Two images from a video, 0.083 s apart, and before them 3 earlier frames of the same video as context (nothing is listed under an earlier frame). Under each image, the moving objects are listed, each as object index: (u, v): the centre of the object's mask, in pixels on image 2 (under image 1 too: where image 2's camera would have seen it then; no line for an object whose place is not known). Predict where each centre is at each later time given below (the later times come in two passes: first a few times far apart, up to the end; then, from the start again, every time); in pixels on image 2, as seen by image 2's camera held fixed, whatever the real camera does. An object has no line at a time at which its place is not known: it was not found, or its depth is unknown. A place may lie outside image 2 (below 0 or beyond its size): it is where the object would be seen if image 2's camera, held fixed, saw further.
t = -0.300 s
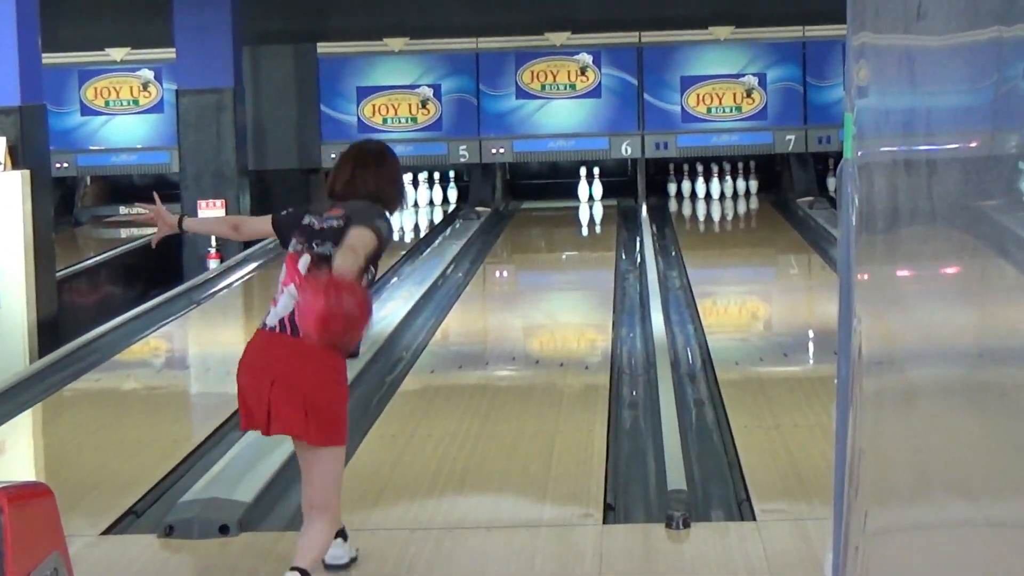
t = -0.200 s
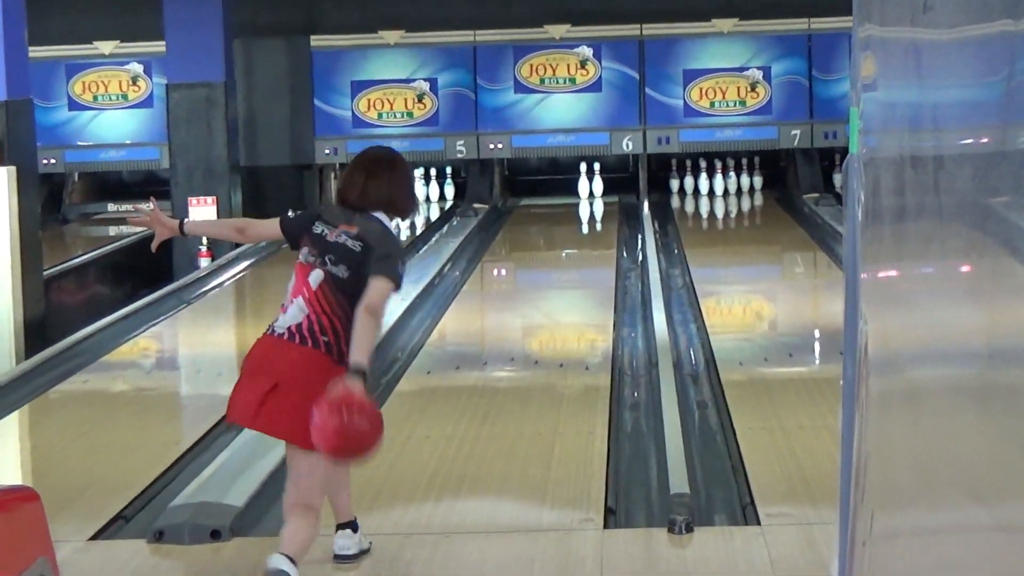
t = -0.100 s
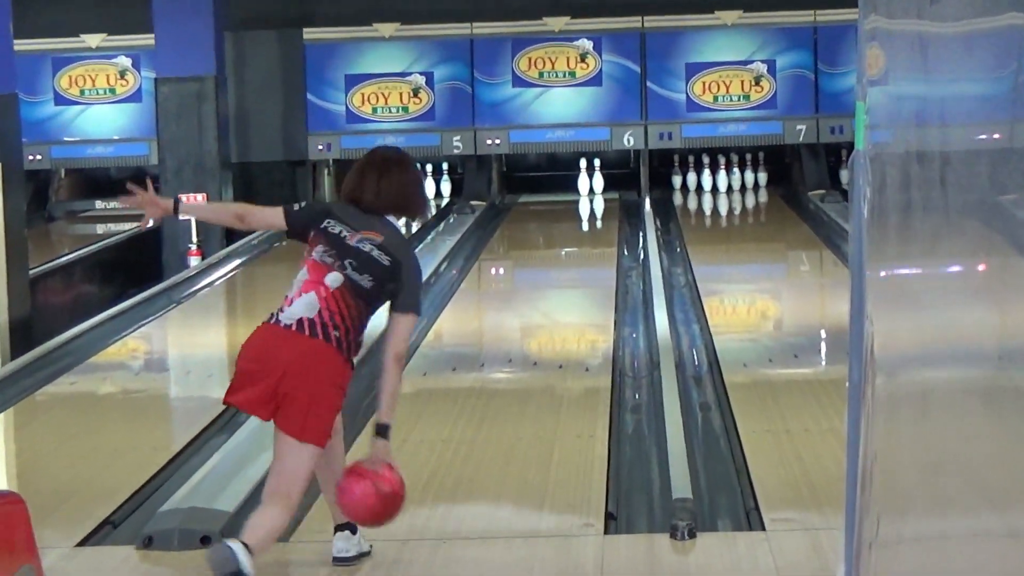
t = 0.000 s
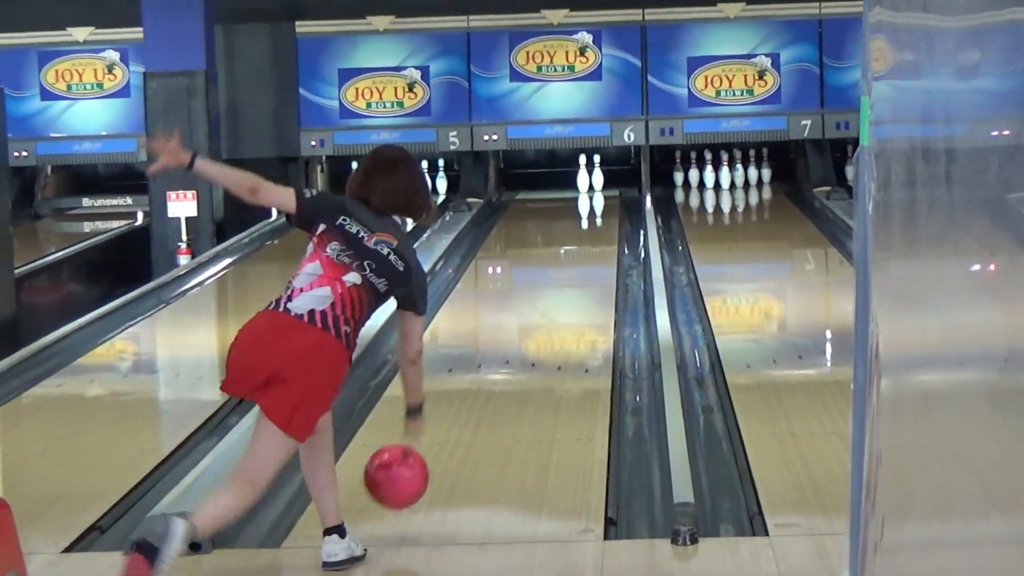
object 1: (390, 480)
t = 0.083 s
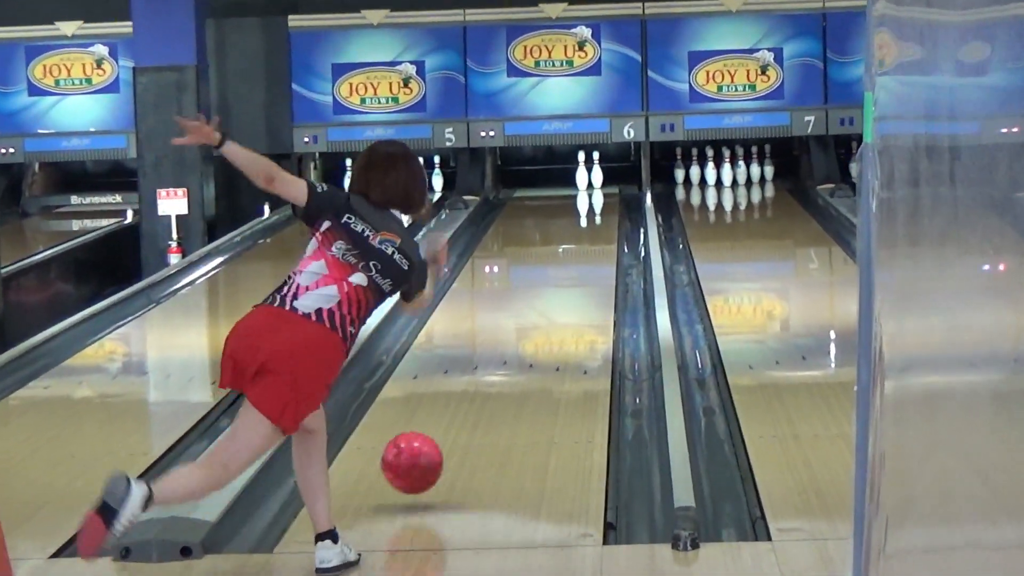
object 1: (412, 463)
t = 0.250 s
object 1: (447, 427)
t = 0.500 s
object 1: (484, 369)
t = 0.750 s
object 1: (512, 324)
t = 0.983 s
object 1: (533, 292)
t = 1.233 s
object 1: (550, 265)
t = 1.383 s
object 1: (559, 251)
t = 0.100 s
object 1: (416, 462)
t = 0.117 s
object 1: (420, 462)
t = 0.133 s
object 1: (424, 462)
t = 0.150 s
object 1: (427, 456)
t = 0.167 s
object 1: (431, 449)
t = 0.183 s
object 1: (434, 444)
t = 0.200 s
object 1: (437, 438)
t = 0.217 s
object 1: (440, 434)
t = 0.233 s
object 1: (444, 431)
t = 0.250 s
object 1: (447, 427)
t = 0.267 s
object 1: (450, 423)
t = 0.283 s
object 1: (453, 418)
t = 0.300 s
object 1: (455, 414)
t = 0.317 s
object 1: (458, 410)
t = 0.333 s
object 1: (461, 406)
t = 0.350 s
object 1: (463, 401)
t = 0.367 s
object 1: (466, 398)
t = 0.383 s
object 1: (468, 394)
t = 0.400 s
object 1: (471, 390)
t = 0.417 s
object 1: (473, 386)
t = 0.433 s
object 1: (475, 383)
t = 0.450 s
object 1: (478, 379)
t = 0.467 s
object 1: (480, 375)
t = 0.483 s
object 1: (482, 372)
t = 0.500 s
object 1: (484, 369)
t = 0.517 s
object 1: (486, 365)
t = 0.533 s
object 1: (488, 362)
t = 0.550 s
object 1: (490, 358)
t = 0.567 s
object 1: (492, 355)
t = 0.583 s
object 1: (494, 352)
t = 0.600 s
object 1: (496, 349)
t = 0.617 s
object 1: (498, 347)
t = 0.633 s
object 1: (500, 343)
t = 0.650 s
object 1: (502, 340)
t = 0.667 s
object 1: (504, 338)
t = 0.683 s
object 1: (505, 335)
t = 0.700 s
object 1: (507, 332)
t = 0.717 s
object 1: (509, 329)
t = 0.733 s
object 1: (510, 327)
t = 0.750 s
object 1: (512, 324)
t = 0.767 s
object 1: (514, 321)
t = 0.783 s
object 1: (515, 319)
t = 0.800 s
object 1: (517, 317)
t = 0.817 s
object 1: (518, 314)
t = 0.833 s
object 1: (520, 312)
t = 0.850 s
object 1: (522, 309)
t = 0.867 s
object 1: (523, 307)
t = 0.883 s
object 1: (525, 305)
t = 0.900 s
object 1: (526, 303)
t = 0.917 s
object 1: (527, 300)
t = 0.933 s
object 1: (529, 298)
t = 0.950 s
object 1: (530, 296)
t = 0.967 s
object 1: (532, 294)
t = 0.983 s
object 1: (533, 292)
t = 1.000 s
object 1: (534, 290)
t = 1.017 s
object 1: (535, 288)
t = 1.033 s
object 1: (537, 286)
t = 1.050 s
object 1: (538, 284)
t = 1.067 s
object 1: (539, 283)
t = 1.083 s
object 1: (540, 281)
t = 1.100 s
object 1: (541, 279)
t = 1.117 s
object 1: (542, 277)
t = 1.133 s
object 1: (544, 276)
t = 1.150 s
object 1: (545, 274)
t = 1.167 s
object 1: (546, 272)
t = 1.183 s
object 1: (547, 270)
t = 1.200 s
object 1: (548, 269)
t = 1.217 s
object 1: (550, 267)
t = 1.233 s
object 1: (550, 265)
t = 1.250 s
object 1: (551, 264)
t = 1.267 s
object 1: (552, 262)
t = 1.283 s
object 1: (554, 261)
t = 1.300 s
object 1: (555, 259)
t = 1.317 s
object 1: (556, 257)
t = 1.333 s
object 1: (557, 256)
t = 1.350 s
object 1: (558, 254)
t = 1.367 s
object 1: (558, 253)
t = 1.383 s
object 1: (559, 251)
